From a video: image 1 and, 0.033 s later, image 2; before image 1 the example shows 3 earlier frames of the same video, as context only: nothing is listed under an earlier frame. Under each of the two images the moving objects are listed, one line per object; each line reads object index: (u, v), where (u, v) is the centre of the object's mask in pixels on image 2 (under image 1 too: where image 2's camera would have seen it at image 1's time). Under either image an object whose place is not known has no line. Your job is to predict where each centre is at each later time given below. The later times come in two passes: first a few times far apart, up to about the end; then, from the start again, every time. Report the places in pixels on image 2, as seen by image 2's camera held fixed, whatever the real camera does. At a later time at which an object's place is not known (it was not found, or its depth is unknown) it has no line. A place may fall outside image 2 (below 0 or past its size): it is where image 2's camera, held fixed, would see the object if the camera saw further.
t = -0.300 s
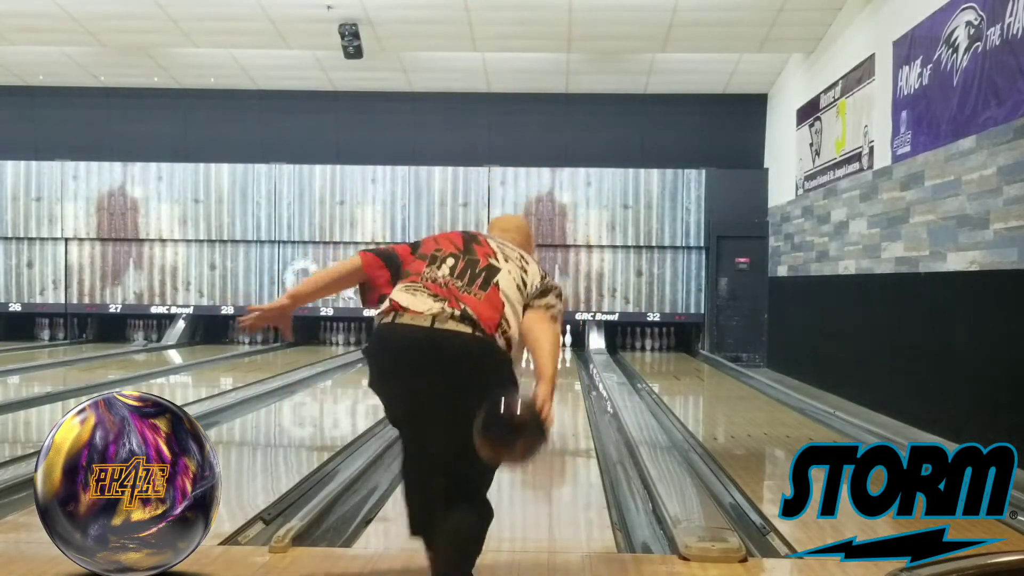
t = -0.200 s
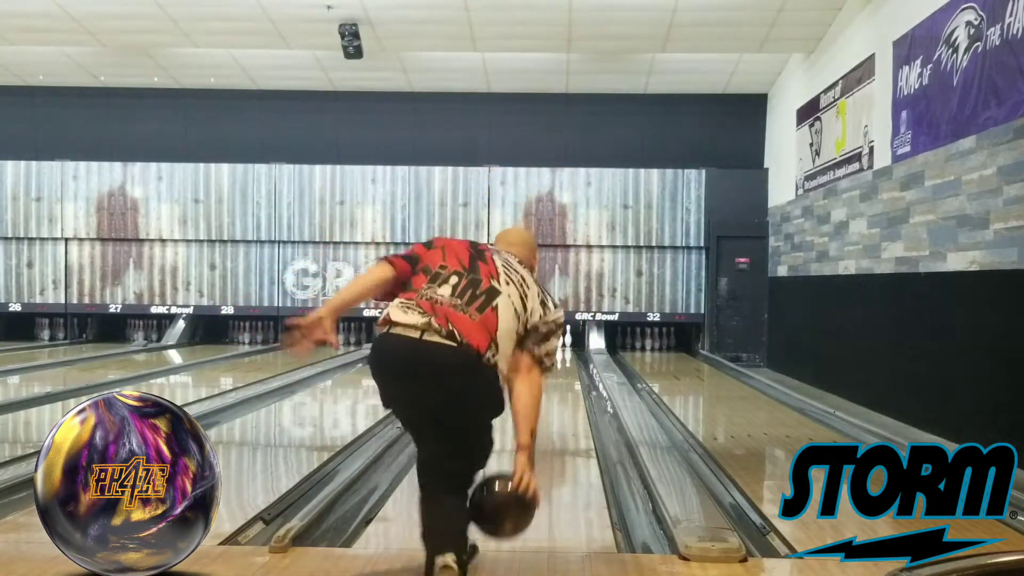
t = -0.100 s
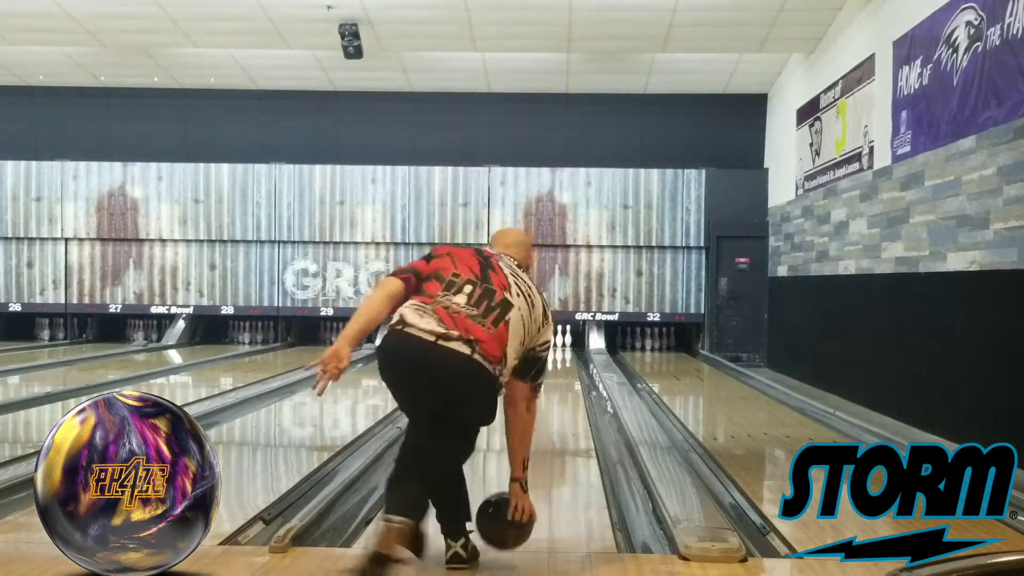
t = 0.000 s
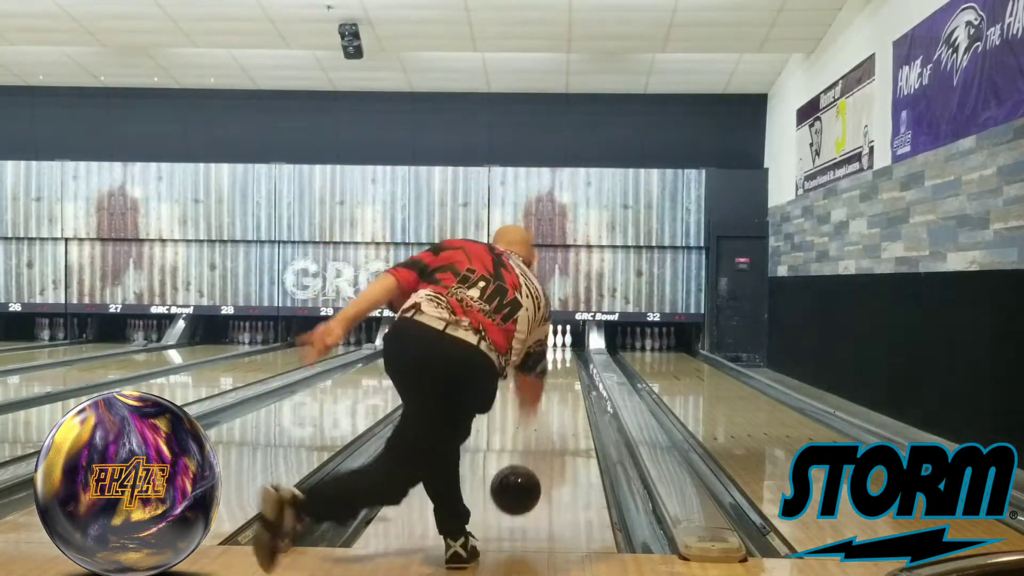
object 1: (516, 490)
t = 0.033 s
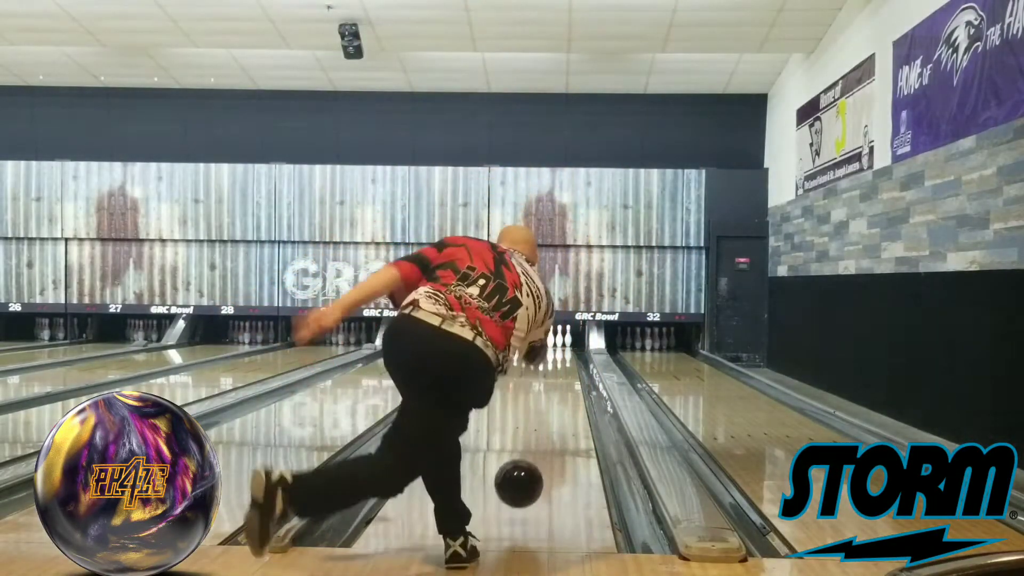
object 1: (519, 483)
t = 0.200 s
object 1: (532, 464)
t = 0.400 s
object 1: (542, 434)
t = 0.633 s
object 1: (550, 410)
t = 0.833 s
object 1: (554, 395)
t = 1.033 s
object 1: (558, 384)
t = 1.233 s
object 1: (560, 374)
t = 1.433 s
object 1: (561, 367)
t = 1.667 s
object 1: (561, 359)
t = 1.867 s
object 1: (560, 355)
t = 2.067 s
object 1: (558, 350)
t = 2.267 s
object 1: (554, 347)
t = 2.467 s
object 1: (548, 344)
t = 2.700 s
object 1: (546, 342)
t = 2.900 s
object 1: (546, 340)
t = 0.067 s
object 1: (522, 480)
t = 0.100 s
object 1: (524, 479)
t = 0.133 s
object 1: (527, 478)
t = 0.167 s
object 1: (529, 470)
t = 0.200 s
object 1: (532, 464)
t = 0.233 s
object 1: (534, 458)
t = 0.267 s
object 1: (536, 452)
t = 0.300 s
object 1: (537, 447)
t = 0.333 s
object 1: (539, 443)
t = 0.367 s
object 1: (541, 438)
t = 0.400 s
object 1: (542, 434)
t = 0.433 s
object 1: (543, 430)
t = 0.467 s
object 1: (545, 426)
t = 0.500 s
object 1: (546, 423)
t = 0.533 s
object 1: (547, 419)
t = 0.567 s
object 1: (548, 416)
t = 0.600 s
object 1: (549, 413)
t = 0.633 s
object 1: (550, 410)
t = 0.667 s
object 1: (551, 407)
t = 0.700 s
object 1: (552, 405)
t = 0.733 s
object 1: (552, 402)
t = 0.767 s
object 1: (553, 400)
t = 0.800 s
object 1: (554, 397)
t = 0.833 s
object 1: (554, 395)
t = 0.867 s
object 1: (555, 393)
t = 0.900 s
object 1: (556, 391)
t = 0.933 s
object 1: (556, 389)
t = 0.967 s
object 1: (557, 387)
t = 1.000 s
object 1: (557, 386)
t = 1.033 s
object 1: (558, 384)
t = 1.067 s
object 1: (558, 382)
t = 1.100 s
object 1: (558, 380)
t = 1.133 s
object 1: (559, 379)
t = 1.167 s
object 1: (559, 378)
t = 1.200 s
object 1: (559, 376)
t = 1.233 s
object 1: (560, 374)
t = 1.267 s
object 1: (560, 373)
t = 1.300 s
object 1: (560, 371)
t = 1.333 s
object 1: (561, 370)
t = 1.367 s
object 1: (561, 369)
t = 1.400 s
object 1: (561, 367)
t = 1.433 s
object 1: (561, 367)
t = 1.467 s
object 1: (561, 365)
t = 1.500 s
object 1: (561, 364)
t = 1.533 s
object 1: (561, 363)
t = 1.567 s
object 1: (561, 362)
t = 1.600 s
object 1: (561, 361)
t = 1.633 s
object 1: (561, 360)
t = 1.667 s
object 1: (561, 359)
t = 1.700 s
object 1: (561, 358)
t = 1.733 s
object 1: (561, 358)
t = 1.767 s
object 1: (561, 357)
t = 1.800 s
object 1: (561, 356)
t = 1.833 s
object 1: (560, 356)
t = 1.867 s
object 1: (560, 355)
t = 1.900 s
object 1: (560, 354)
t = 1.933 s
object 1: (559, 353)
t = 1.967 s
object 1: (559, 353)
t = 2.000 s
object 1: (558, 352)
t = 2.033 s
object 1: (558, 351)
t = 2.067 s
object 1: (558, 350)
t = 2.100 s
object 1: (558, 350)
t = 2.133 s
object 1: (557, 349)
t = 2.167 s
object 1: (556, 349)
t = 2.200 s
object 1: (555, 348)
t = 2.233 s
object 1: (554, 348)
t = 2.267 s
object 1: (554, 347)
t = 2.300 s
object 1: (552, 347)
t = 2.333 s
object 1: (552, 346)
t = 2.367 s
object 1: (551, 346)
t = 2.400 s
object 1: (550, 345)
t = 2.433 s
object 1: (550, 345)
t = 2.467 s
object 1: (548, 344)
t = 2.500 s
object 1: (548, 344)
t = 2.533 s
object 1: (547, 343)
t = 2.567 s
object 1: (546, 343)
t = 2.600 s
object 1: (545, 343)
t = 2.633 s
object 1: (545, 342)
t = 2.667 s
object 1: (546, 342)
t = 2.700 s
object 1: (546, 342)
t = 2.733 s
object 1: (545, 342)
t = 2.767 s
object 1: (546, 341)
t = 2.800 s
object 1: (545, 341)
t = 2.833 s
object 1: (546, 341)
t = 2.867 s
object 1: (546, 340)
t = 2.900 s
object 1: (546, 340)
